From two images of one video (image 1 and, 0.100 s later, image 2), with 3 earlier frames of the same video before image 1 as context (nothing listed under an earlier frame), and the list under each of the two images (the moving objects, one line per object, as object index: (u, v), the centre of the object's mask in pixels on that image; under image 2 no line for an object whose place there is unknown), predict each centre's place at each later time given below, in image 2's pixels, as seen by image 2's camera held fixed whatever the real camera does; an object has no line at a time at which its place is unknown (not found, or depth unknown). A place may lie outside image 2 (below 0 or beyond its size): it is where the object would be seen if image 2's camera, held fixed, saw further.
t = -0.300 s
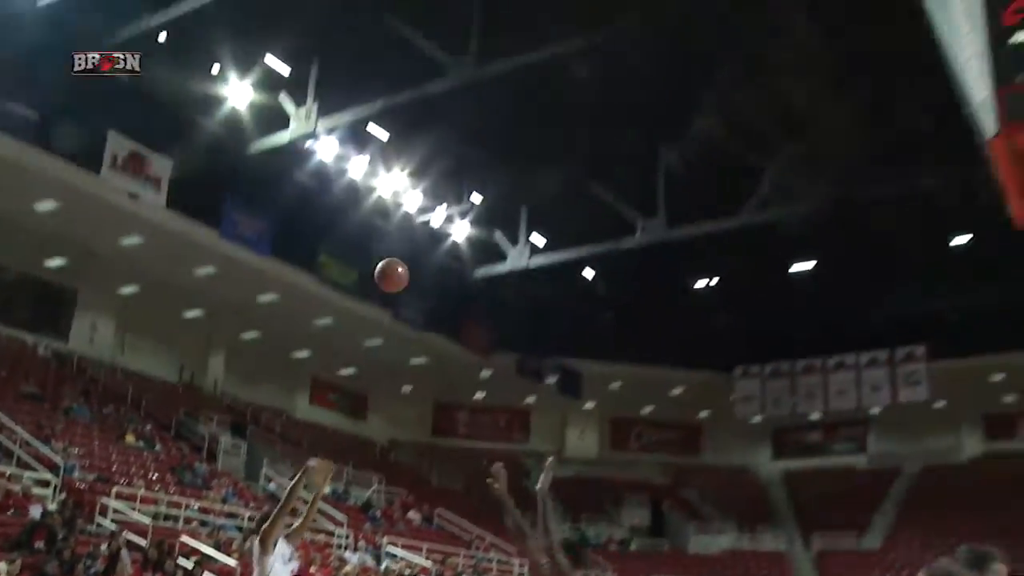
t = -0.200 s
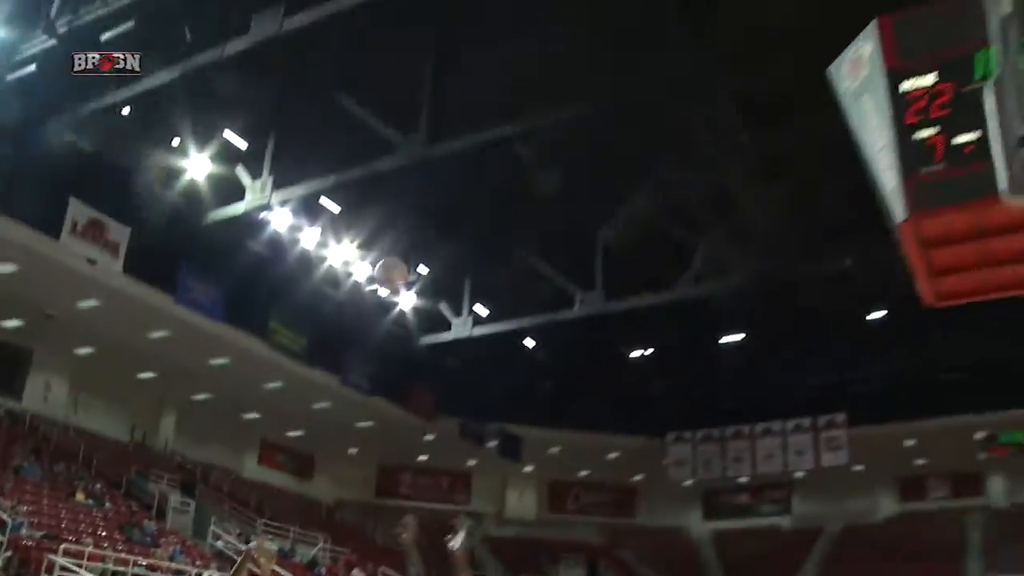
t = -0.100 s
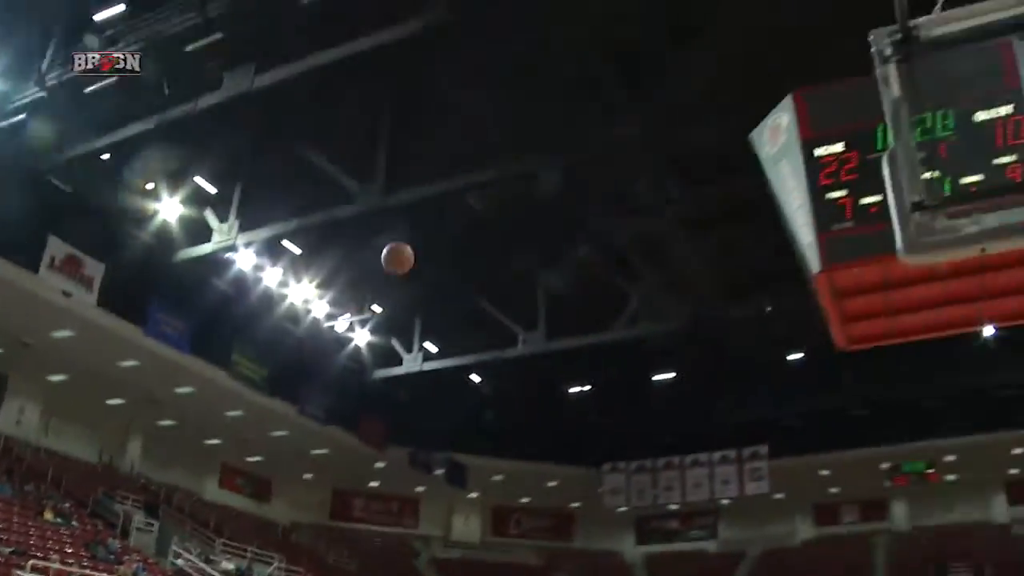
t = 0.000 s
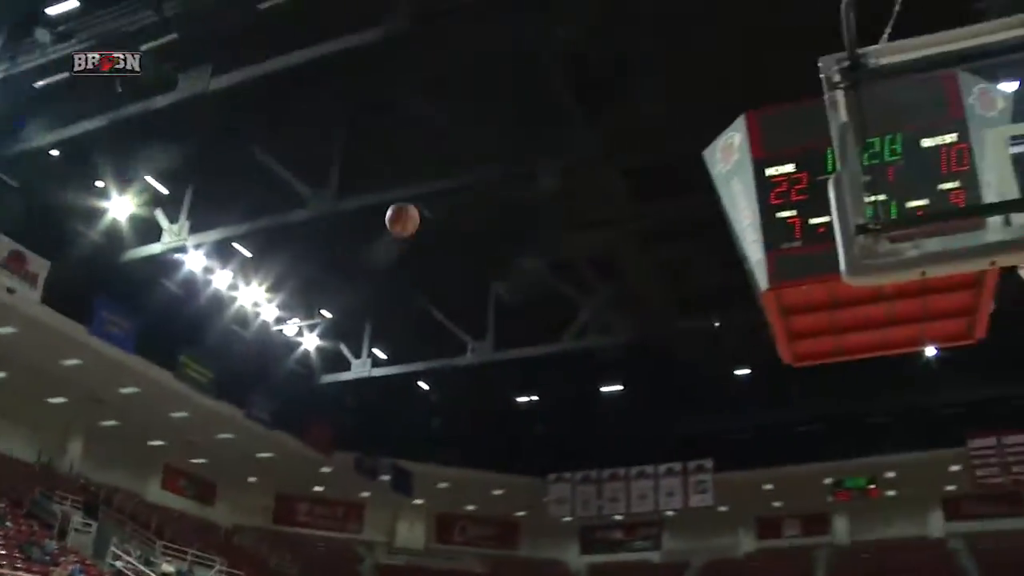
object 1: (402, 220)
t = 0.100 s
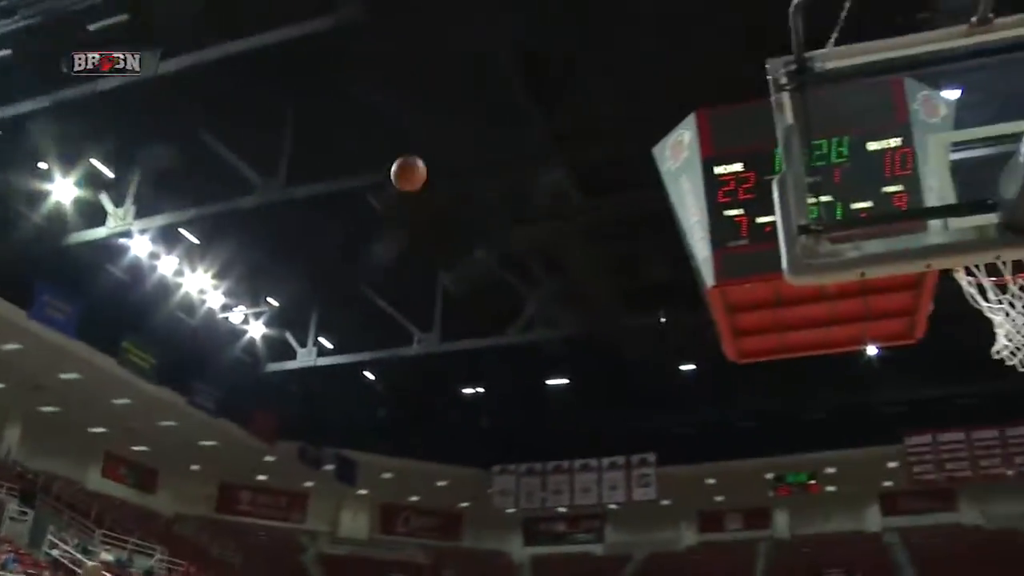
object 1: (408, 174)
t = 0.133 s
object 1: (432, 165)
